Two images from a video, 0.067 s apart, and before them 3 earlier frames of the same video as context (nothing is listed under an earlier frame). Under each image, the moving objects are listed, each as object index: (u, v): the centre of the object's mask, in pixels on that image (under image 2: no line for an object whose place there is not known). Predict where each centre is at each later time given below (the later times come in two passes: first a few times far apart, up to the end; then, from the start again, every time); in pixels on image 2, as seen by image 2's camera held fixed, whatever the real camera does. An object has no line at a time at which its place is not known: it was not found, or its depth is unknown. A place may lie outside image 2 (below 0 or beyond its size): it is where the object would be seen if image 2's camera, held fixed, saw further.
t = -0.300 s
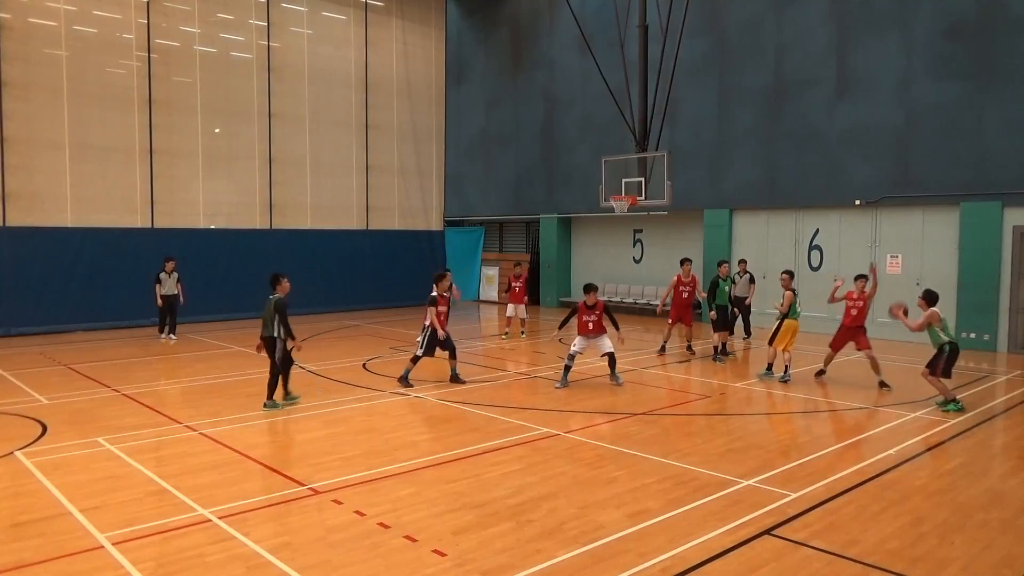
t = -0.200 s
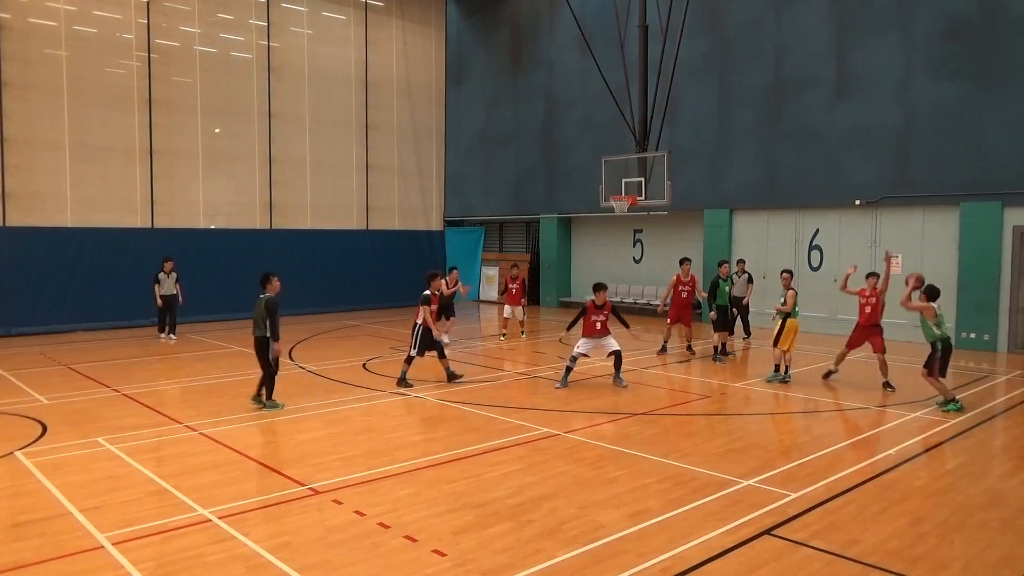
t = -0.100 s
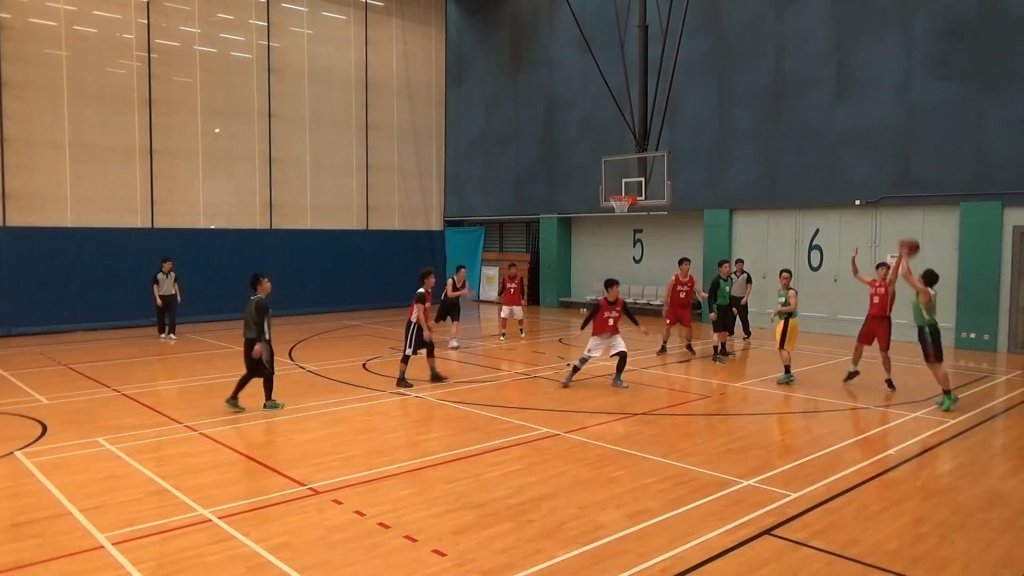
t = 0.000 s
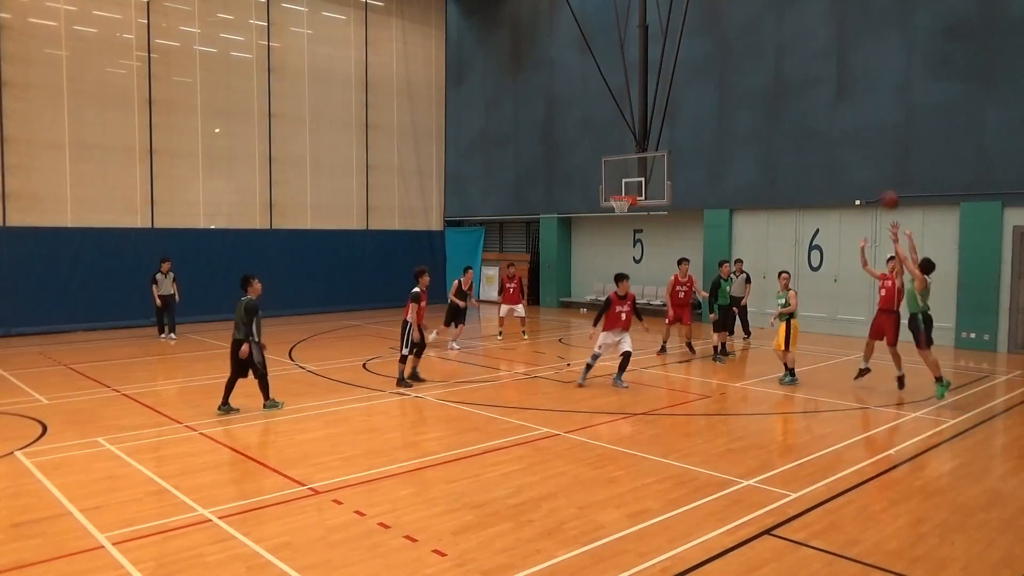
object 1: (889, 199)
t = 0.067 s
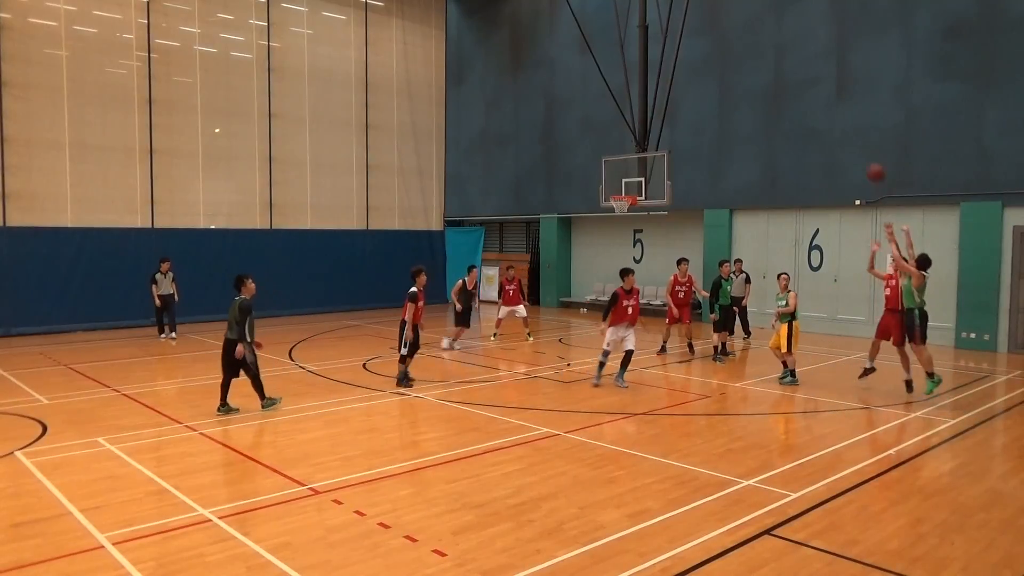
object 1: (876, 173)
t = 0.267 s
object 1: (834, 114)
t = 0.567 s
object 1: (778, 83)
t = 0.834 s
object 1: (735, 104)
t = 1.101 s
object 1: (697, 161)
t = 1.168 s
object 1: (688, 180)
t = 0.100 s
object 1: (868, 160)
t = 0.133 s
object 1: (862, 150)
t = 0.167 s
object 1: (854, 139)
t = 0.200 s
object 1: (848, 129)
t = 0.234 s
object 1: (841, 121)
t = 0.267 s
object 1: (834, 114)
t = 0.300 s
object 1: (828, 107)
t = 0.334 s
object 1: (821, 101)
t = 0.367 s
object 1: (815, 97)
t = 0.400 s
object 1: (809, 92)
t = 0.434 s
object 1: (802, 89)
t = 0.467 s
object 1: (796, 87)
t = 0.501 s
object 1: (790, 85)
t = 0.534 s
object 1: (784, 84)
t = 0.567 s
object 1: (778, 83)
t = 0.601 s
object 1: (773, 84)
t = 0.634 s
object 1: (767, 85)
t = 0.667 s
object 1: (761, 86)
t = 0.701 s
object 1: (756, 88)
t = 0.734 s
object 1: (751, 91)
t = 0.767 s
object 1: (745, 95)
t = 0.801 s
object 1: (740, 99)
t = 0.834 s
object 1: (735, 104)
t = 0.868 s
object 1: (730, 109)
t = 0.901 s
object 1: (725, 115)
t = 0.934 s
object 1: (720, 121)
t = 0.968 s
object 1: (715, 128)
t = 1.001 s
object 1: (710, 136)
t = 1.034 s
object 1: (706, 143)
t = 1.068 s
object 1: (701, 152)
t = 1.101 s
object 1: (697, 161)
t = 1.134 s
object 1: (693, 170)
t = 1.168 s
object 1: (688, 180)
